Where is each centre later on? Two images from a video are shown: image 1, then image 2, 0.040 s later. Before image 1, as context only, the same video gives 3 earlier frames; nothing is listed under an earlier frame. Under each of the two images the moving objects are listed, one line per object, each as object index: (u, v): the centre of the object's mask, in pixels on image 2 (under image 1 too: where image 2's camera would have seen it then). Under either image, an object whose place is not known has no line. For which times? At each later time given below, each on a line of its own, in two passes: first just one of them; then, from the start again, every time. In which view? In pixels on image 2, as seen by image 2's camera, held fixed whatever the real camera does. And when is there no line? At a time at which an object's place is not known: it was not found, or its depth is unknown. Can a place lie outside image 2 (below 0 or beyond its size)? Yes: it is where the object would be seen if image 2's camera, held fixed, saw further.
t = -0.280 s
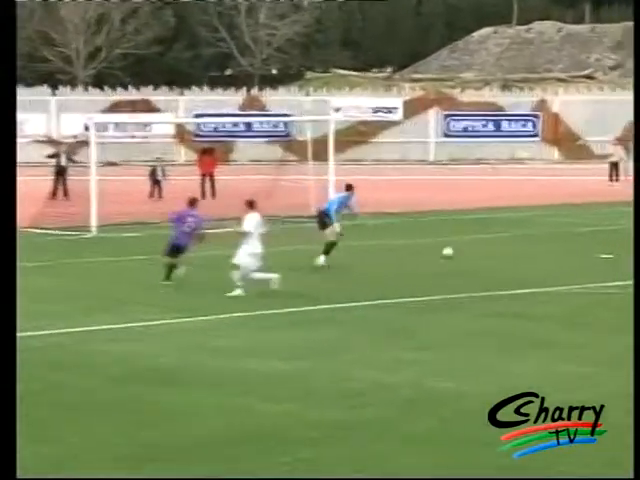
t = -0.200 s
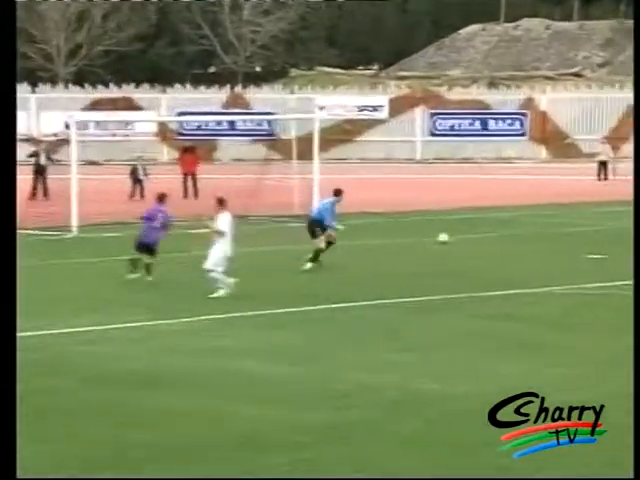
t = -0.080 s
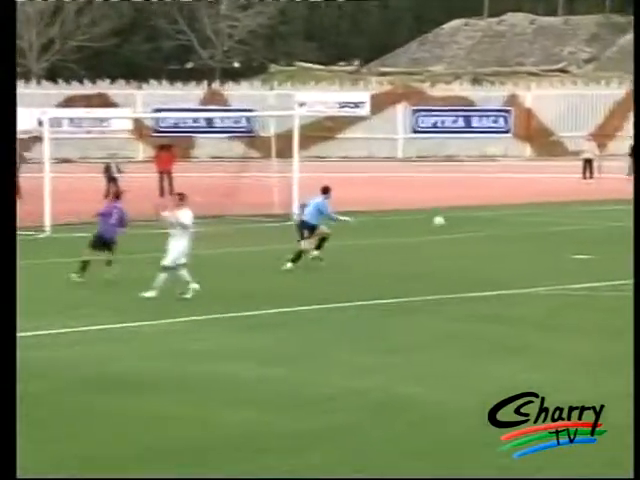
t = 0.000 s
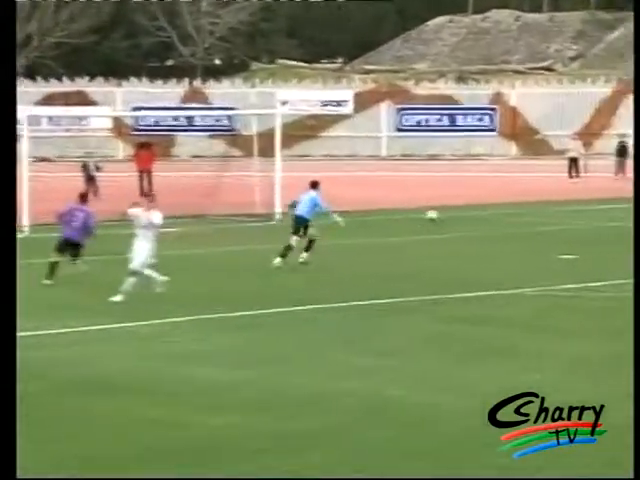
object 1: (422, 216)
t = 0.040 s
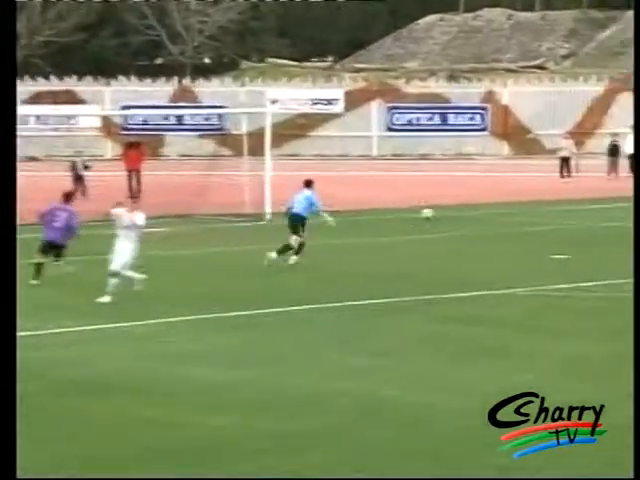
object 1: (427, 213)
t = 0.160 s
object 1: (442, 212)
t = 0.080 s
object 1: (431, 212)
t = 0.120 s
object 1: (437, 212)
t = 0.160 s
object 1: (442, 212)
